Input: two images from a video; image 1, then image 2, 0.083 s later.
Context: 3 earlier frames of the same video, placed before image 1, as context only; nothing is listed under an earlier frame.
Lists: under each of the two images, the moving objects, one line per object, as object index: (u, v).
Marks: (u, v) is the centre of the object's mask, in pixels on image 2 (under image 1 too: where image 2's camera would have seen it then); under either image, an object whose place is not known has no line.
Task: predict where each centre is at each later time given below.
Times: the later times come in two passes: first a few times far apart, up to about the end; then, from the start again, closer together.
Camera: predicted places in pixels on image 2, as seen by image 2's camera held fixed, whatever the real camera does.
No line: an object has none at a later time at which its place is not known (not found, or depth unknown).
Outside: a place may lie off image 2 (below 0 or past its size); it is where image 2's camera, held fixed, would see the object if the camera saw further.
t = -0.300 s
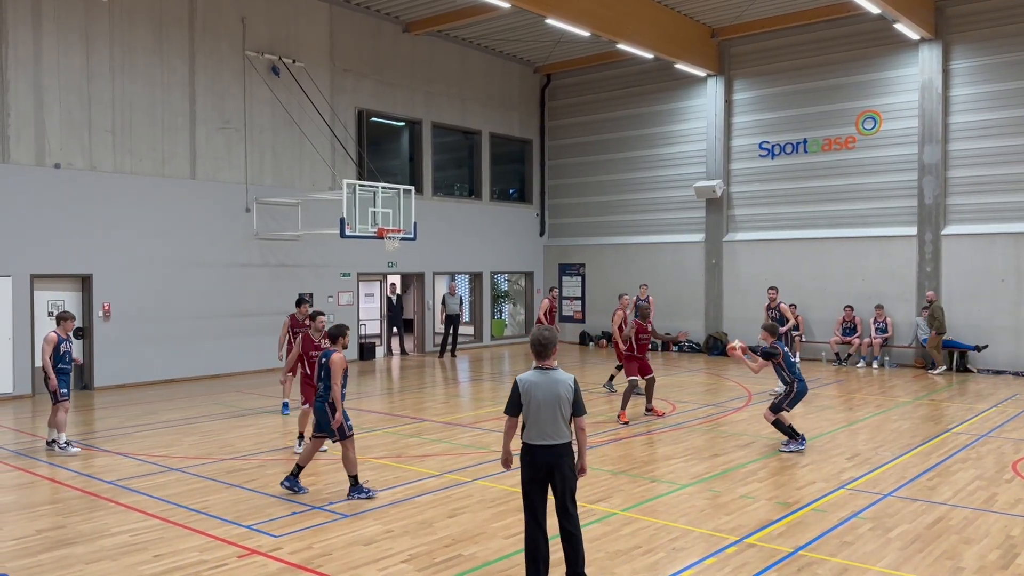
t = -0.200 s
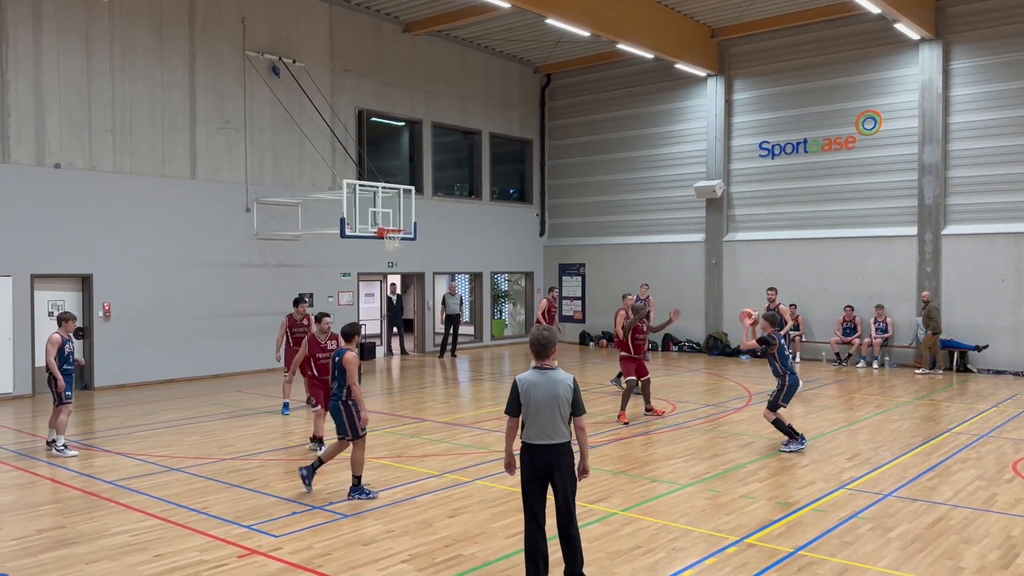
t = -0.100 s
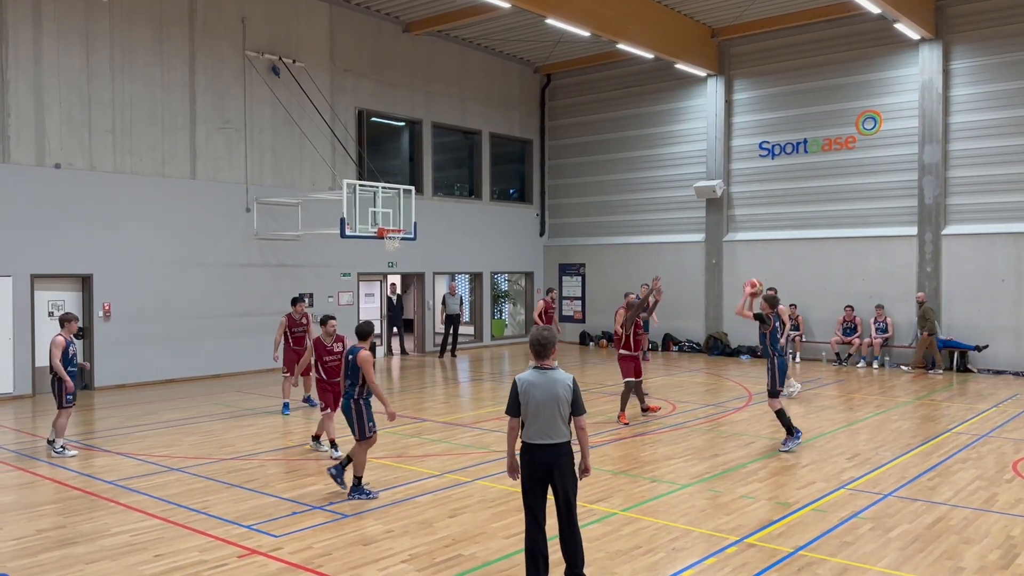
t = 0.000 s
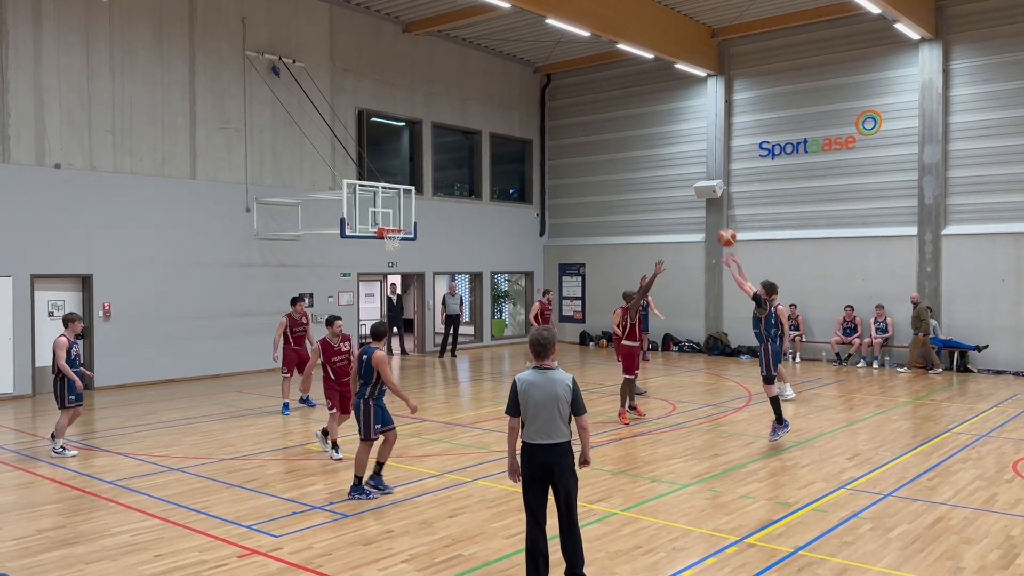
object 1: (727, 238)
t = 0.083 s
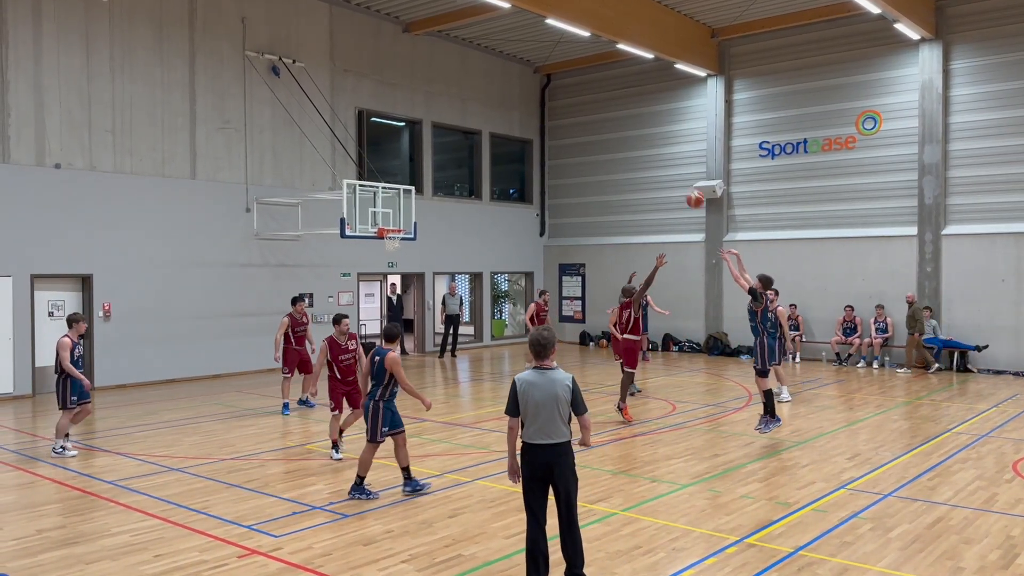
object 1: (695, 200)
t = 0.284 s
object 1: (628, 133)
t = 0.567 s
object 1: (548, 96)
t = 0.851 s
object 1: (483, 110)
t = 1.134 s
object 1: (429, 163)
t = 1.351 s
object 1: (395, 223)
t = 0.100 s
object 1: (688, 193)
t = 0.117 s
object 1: (682, 186)
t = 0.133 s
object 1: (676, 180)
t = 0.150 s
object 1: (672, 173)
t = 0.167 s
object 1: (666, 167)
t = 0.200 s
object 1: (654, 156)
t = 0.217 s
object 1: (649, 151)
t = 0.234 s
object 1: (643, 146)
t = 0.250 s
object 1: (638, 142)
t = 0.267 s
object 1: (633, 137)
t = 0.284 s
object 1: (628, 133)
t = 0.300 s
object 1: (622, 129)
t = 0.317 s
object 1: (617, 125)
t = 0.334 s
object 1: (612, 122)
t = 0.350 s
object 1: (607, 119)
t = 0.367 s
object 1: (603, 116)
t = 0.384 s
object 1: (598, 113)
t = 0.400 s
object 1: (593, 111)
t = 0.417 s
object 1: (588, 108)
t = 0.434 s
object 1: (584, 106)
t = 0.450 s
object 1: (579, 104)
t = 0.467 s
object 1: (574, 102)
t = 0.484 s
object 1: (570, 101)
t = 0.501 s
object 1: (565, 100)
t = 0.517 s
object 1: (561, 98)
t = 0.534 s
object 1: (556, 98)
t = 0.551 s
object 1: (552, 97)
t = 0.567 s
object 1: (548, 96)
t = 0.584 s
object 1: (544, 95)
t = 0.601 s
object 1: (540, 95)
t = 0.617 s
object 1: (536, 95)
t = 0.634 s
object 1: (532, 95)
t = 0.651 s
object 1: (528, 95)
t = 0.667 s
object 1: (524, 96)
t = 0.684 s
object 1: (520, 97)
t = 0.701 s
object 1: (516, 97)
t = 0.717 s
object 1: (512, 98)
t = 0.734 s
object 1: (508, 99)
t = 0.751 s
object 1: (505, 101)
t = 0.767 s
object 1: (501, 102)
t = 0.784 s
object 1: (498, 103)
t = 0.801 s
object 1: (493, 105)
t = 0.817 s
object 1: (490, 106)
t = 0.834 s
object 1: (487, 108)
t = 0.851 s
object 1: (483, 110)
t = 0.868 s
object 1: (480, 112)
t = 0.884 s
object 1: (476, 115)
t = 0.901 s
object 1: (473, 117)
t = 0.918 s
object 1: (469, 120)
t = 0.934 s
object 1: (466, 122)
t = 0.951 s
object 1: (463, 125)
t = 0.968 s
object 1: (459, 128)
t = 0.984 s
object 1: (456, 131)
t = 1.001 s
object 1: (453, 134)
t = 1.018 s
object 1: (450, 137)
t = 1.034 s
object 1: (447, 140)
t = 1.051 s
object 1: (444, 144)
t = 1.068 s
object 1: (441, 148)
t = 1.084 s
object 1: (438, 151)
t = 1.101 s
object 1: (435, 155)
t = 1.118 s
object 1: (432, 159)
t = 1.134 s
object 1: (429, 163)
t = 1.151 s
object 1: (426, 167)
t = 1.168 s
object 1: (423, 171)
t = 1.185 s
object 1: (421, 175)
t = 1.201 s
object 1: (418, 180)
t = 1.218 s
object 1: (415, 184)
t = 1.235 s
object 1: (413, 188)
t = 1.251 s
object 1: (410, 193)
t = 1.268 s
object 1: (407, 198)
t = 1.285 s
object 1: (405, 203)
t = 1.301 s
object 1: (402, 208)
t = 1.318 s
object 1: (399, 214)
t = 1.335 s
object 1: (397, 218)
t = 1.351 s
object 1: (395, 223)
